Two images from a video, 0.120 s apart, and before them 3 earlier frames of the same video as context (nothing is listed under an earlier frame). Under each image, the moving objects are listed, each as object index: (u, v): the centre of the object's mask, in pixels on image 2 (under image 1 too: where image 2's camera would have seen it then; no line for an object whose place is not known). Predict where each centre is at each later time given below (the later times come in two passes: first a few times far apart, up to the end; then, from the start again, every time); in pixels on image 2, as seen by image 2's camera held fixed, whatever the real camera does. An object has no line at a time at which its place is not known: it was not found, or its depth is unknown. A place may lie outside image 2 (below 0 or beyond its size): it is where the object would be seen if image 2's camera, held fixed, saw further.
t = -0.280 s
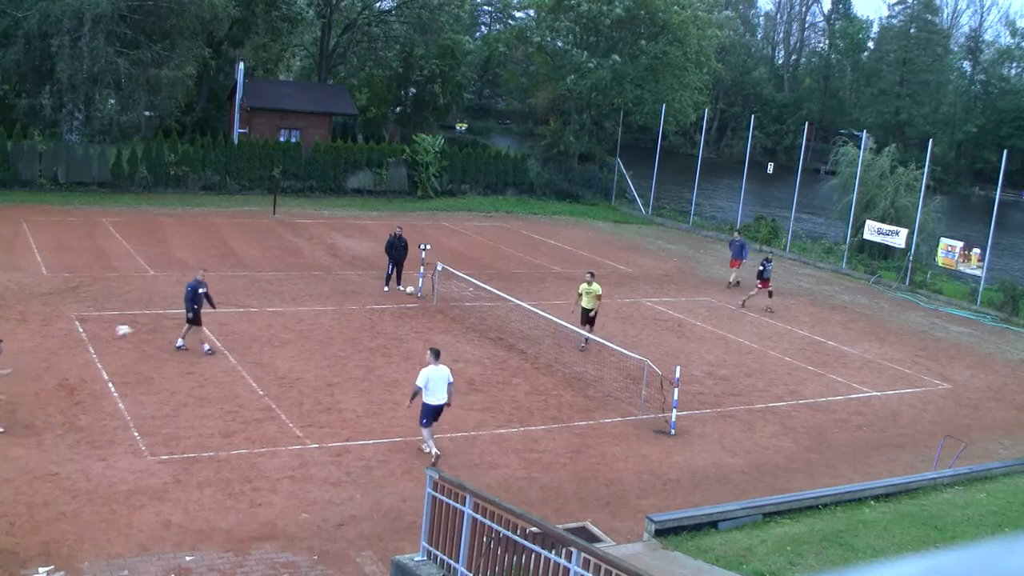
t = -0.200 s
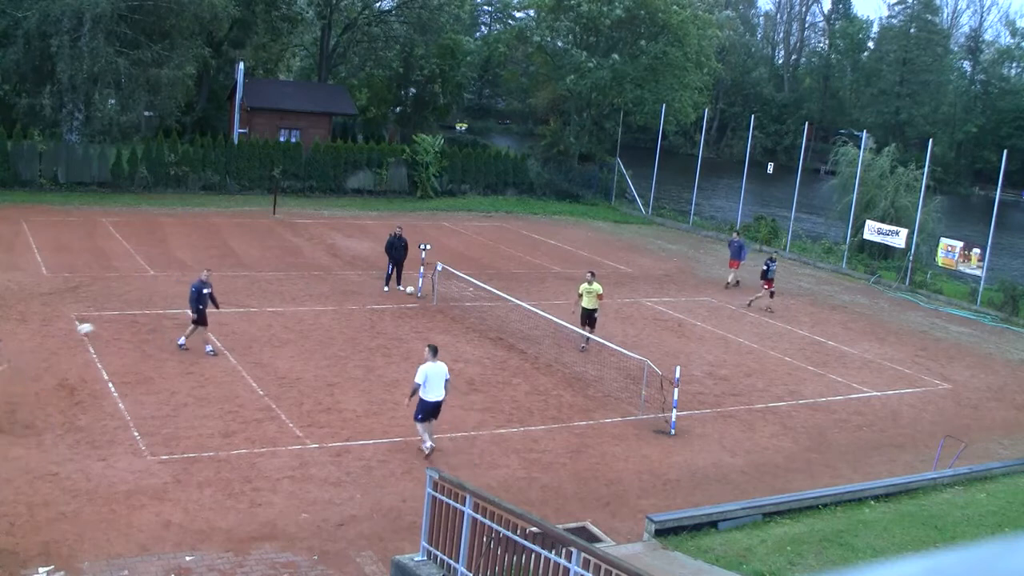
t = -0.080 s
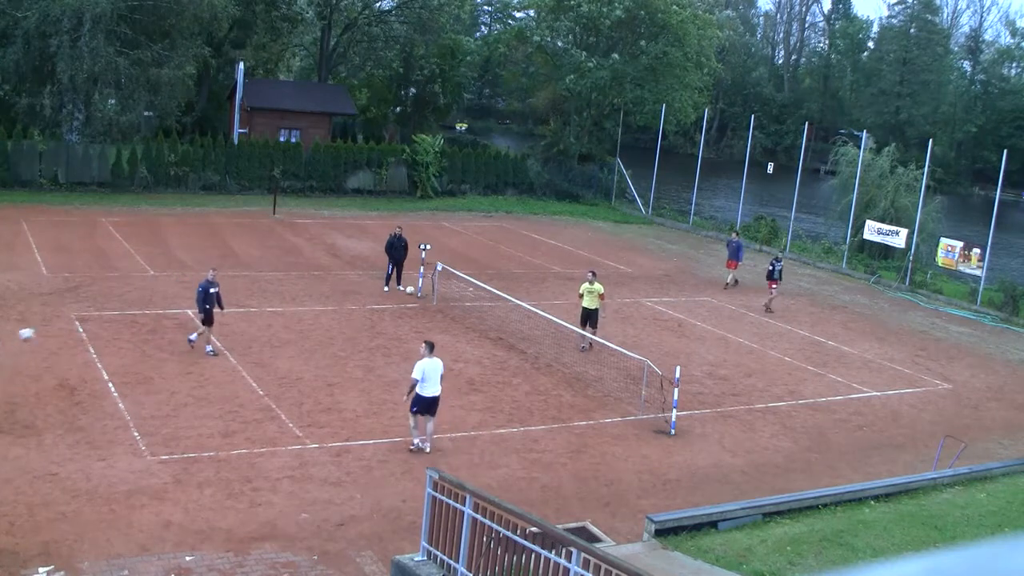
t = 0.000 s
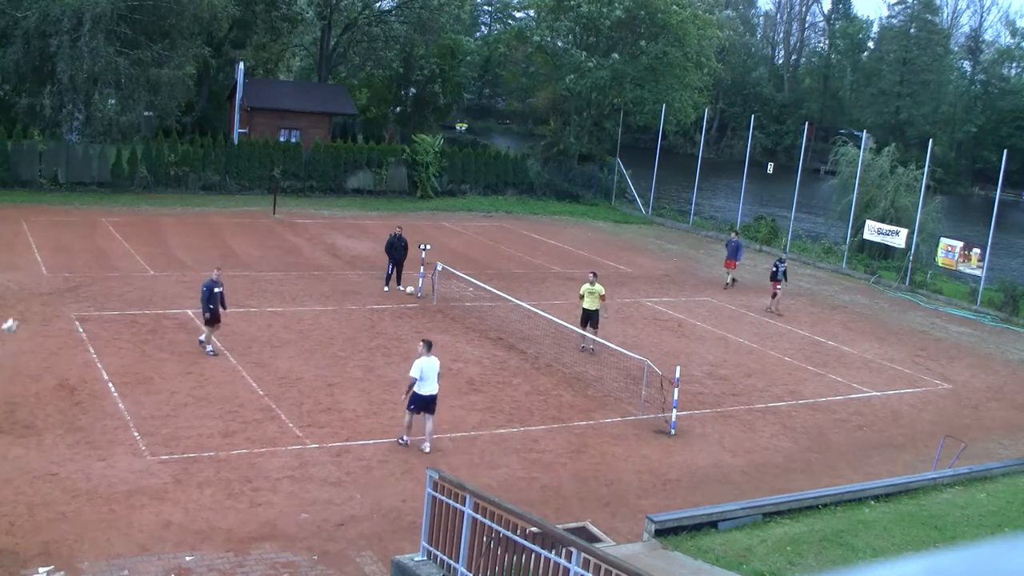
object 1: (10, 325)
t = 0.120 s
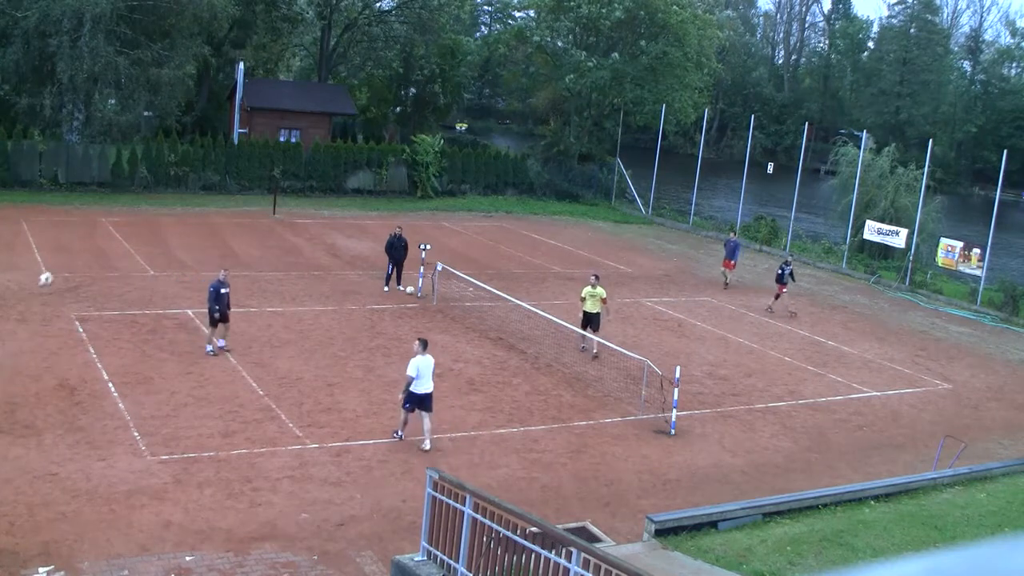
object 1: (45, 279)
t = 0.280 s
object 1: (91, 231)
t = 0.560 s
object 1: (163, 186)
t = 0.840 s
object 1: (228, 188)
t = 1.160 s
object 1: (293, 239)
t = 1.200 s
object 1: (301, 249)
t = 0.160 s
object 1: (57, 265)
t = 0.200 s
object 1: (69, 253)
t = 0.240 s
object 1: (80, 241)
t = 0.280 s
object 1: (91, 231)
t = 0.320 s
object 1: (102, 221)
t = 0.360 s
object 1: (113, 212)
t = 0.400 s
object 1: (123, 206)
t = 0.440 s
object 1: (133, 199)
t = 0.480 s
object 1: (144, 193)
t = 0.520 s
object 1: (153, 189)
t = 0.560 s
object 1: (163, 186)
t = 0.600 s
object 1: (173, 184)
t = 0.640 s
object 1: (182, 182)
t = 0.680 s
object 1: (192, 181)
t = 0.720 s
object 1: (200, 182)
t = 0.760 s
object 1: (210, 184)
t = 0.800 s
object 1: (219, 185)
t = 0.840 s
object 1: (228, 188)
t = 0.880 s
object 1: (236, 191)
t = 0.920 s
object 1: (245, 196)
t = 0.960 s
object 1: (253, 201)
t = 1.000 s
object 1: (261, 208)
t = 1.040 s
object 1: (269, 215)
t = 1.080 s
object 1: (277, 222)
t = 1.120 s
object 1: (285, 230)
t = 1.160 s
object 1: (293, 239)
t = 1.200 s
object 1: (301, 249)
